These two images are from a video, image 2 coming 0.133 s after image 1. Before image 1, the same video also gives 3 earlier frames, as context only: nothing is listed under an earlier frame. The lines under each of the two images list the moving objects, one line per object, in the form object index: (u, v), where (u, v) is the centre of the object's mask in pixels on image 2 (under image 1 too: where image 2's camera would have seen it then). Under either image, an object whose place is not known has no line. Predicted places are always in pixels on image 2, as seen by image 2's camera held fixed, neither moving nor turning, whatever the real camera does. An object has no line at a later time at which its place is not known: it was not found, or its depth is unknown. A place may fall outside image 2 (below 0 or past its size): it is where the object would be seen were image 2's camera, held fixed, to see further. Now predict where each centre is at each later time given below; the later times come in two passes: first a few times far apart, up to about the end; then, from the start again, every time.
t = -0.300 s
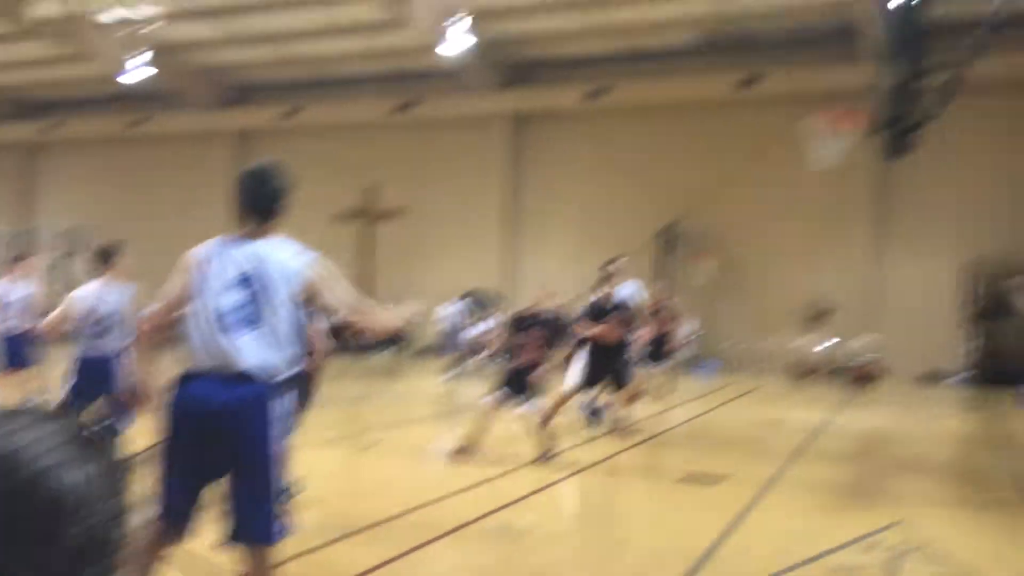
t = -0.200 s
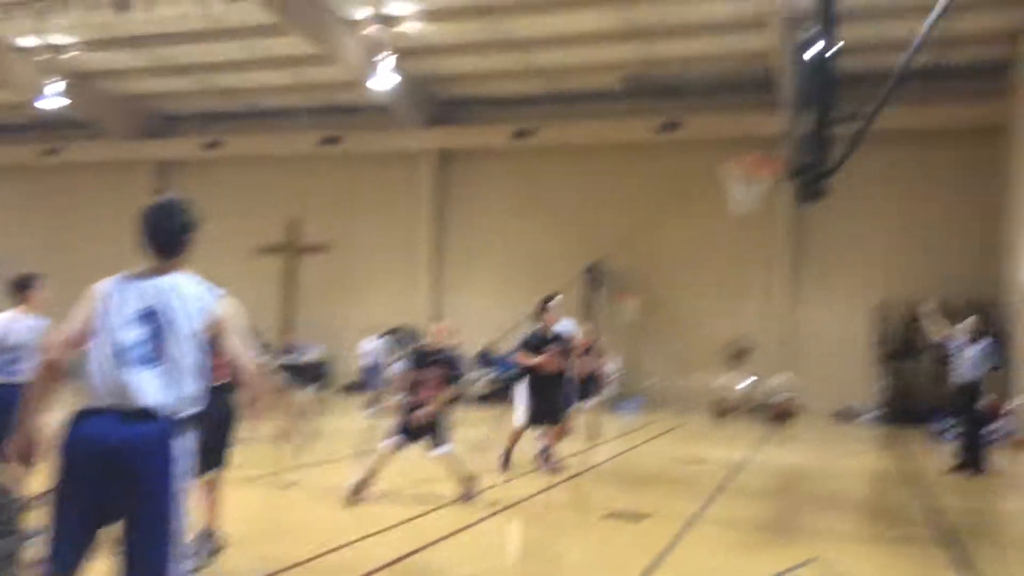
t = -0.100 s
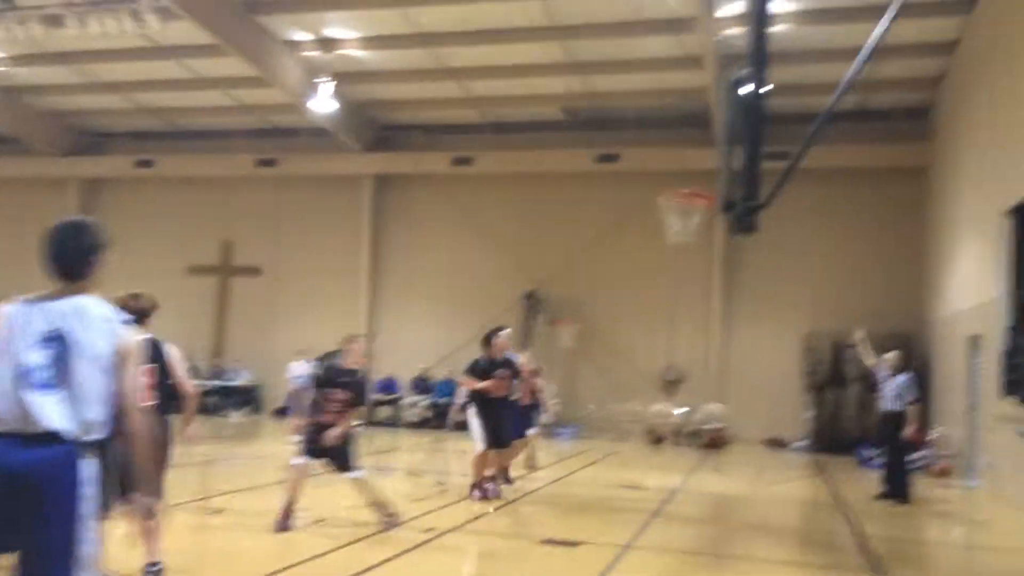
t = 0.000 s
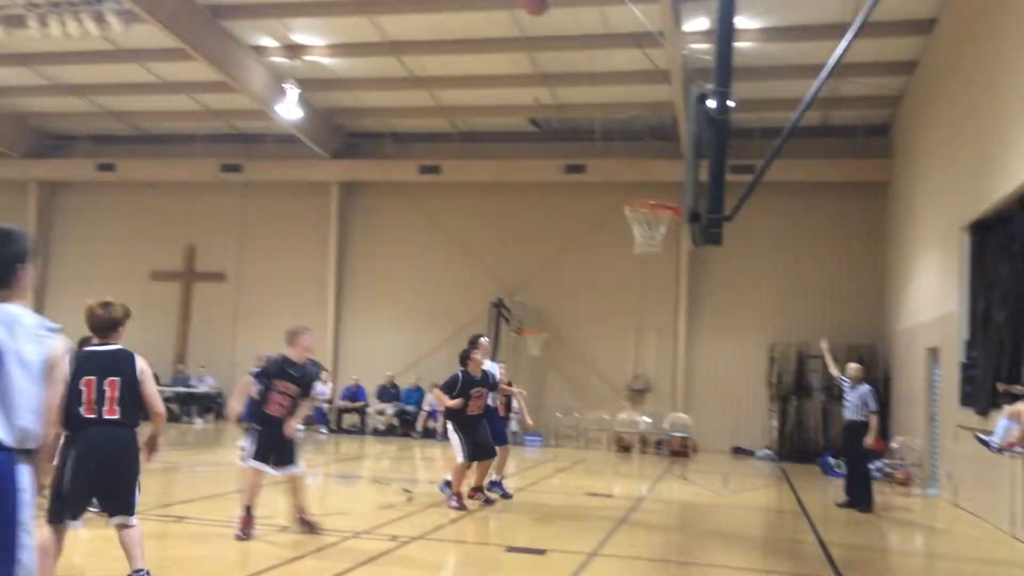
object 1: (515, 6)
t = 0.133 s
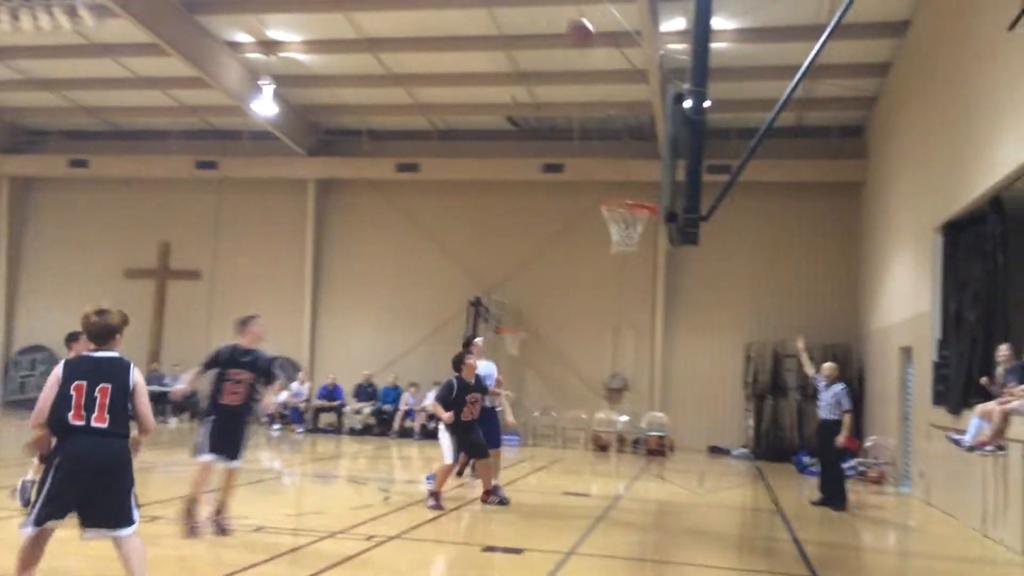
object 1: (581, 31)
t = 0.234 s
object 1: (624, 70)
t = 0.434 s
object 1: (613, 148)
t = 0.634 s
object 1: (557, 242)
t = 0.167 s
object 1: (596, 45)
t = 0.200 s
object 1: (610, 57)
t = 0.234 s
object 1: (624, 70)
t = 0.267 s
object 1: (638, 83)
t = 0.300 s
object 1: (652, 98)
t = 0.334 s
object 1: (649, 111)
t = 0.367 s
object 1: (637, 124)
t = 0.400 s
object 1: (624, 135)
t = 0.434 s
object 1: (613, 148)
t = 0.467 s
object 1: (605, 159)
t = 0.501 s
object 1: (595, 173)
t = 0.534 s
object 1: (585, 189)
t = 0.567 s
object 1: (575, 206)
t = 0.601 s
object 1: (565, 225)
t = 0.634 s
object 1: (557, 242)
